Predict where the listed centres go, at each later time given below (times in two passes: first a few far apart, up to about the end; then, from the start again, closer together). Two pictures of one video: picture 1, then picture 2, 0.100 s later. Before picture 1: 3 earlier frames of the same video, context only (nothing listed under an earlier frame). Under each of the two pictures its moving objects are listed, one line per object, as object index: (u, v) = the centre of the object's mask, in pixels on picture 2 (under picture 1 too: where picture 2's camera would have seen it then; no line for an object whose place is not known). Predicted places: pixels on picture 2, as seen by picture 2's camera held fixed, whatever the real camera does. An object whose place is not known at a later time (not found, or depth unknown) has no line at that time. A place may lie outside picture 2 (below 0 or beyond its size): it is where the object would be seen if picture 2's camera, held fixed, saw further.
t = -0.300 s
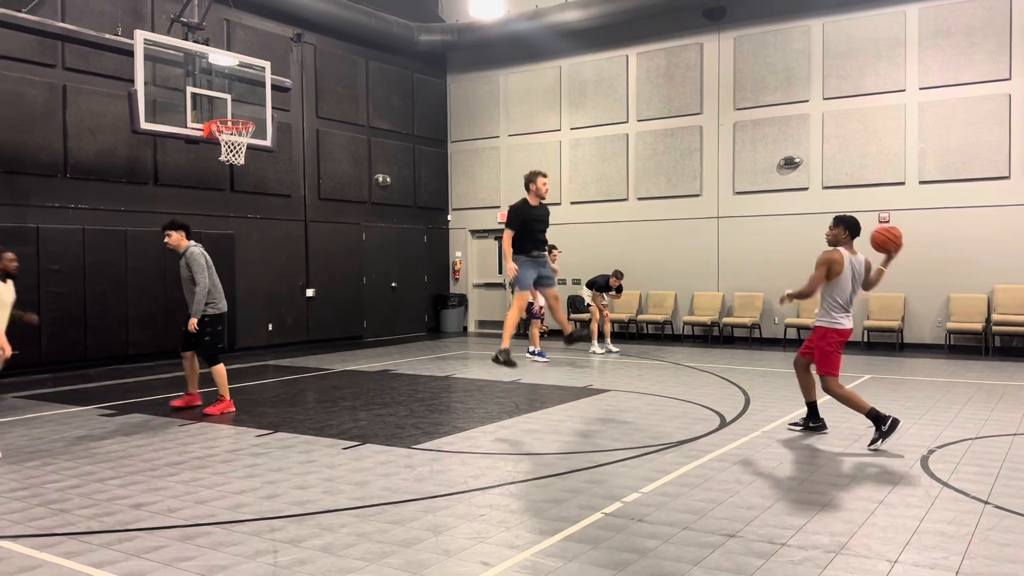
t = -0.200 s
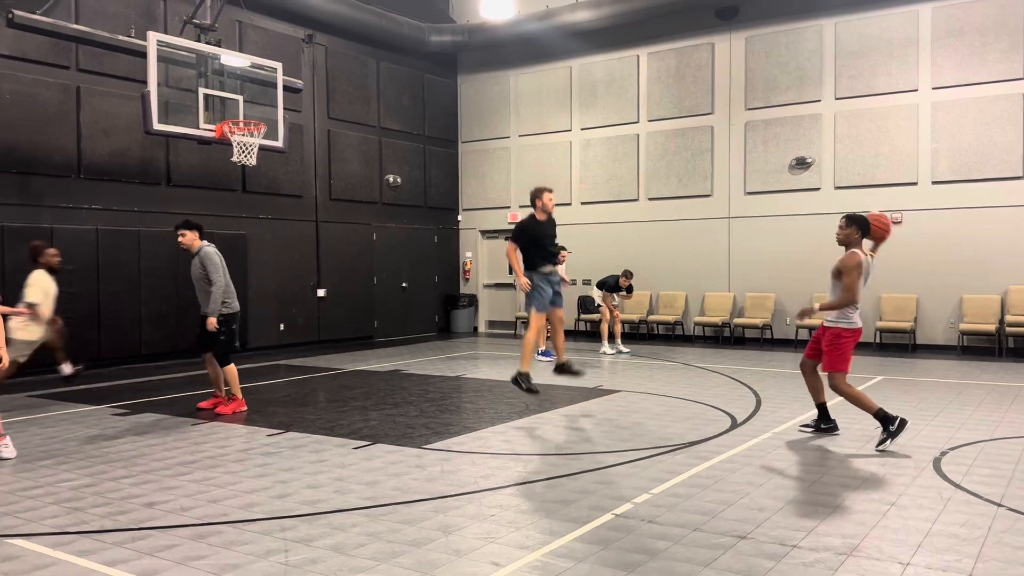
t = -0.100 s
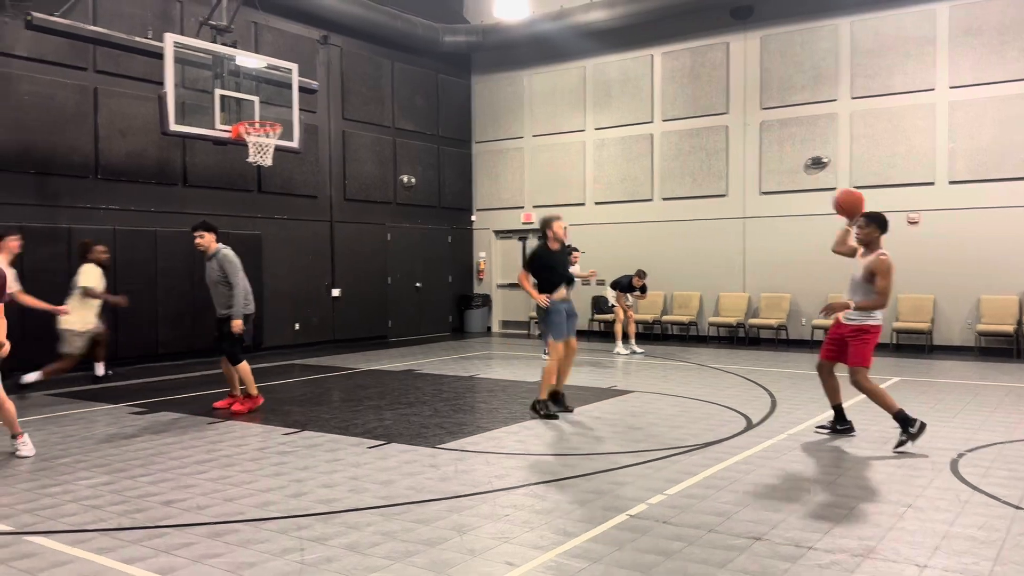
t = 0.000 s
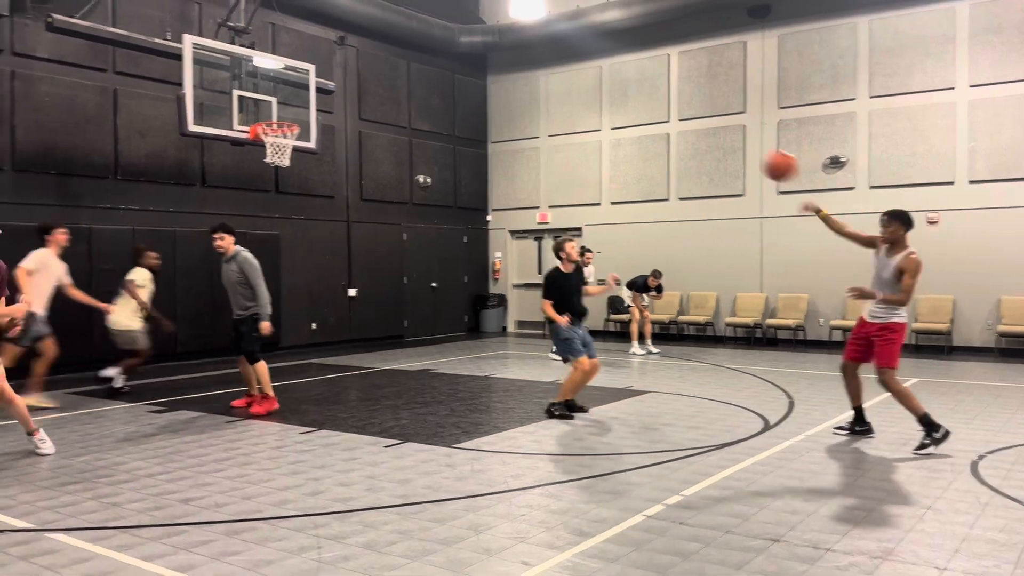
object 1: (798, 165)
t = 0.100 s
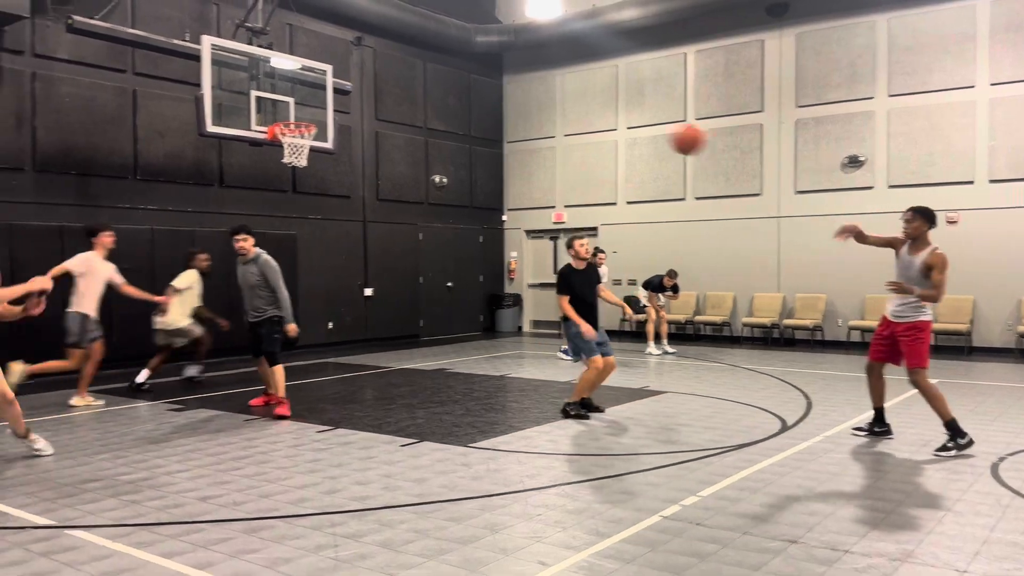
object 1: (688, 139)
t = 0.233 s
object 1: (529, 119)
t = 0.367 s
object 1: (350, 120)
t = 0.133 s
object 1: (649, 132)
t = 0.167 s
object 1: (611, 127)
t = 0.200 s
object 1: (571, 121)
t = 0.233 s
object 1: (529, 119)
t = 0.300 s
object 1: (444, 117)
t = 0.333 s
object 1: (397, 117)
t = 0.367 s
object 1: (350, 120)
